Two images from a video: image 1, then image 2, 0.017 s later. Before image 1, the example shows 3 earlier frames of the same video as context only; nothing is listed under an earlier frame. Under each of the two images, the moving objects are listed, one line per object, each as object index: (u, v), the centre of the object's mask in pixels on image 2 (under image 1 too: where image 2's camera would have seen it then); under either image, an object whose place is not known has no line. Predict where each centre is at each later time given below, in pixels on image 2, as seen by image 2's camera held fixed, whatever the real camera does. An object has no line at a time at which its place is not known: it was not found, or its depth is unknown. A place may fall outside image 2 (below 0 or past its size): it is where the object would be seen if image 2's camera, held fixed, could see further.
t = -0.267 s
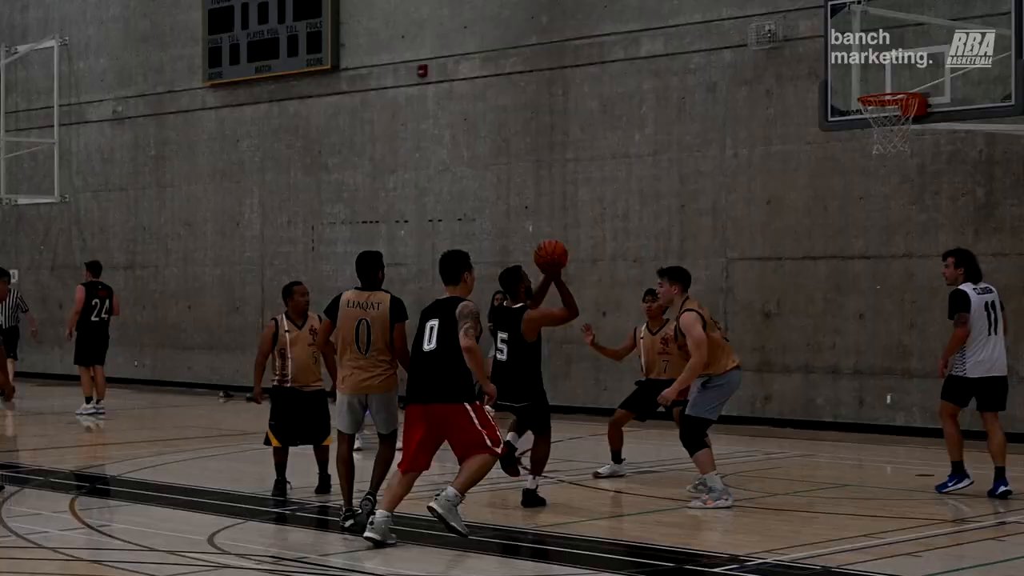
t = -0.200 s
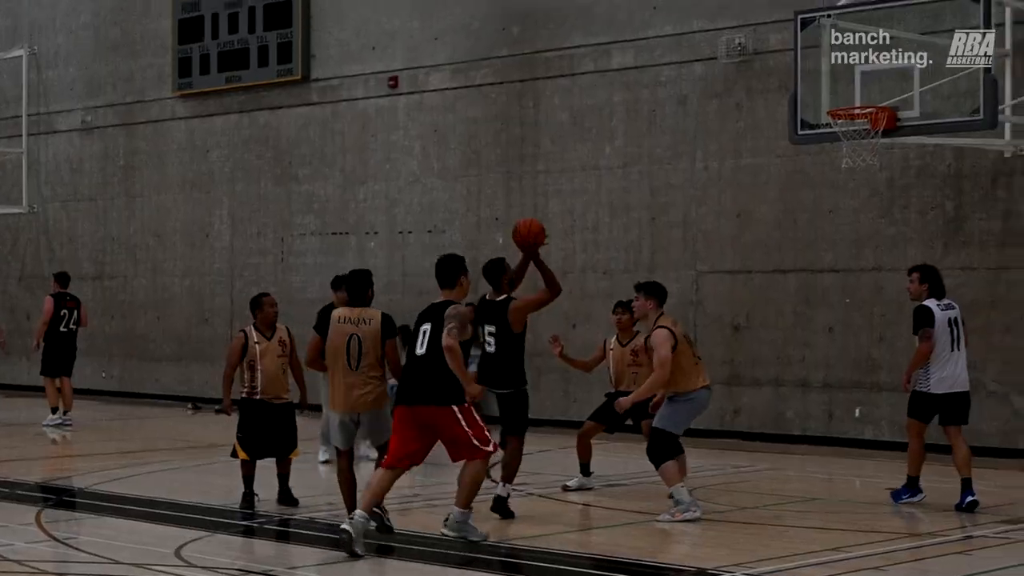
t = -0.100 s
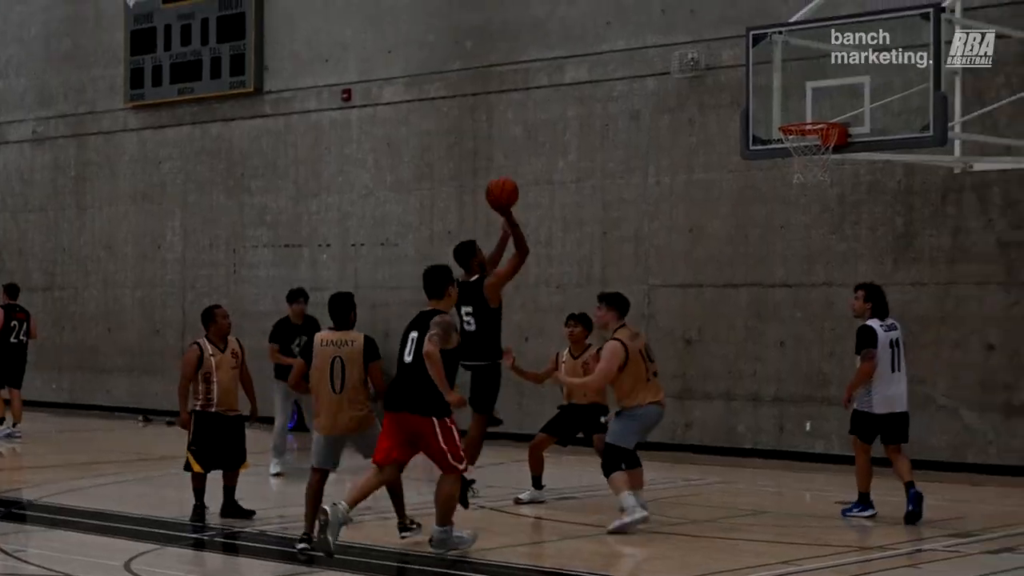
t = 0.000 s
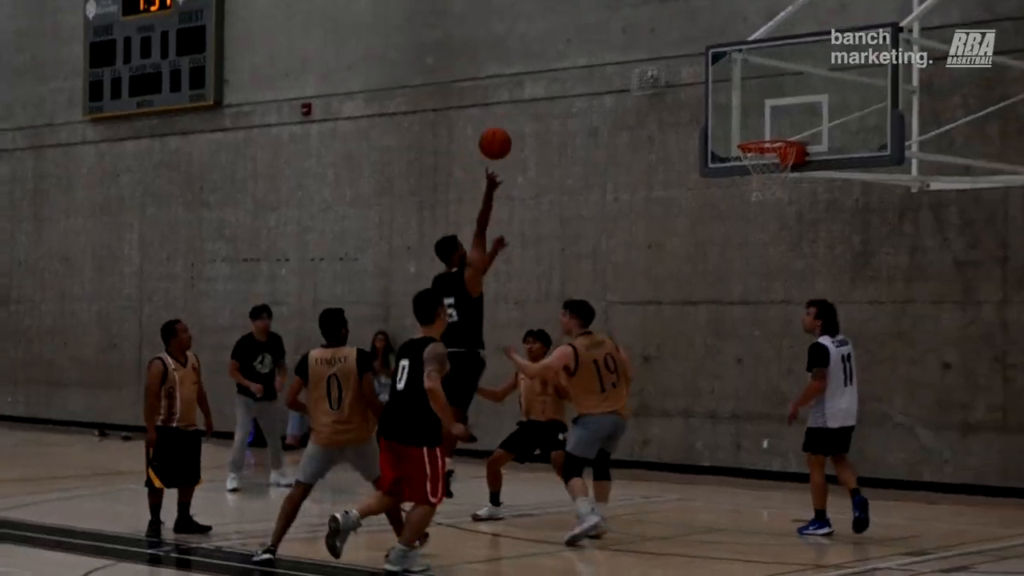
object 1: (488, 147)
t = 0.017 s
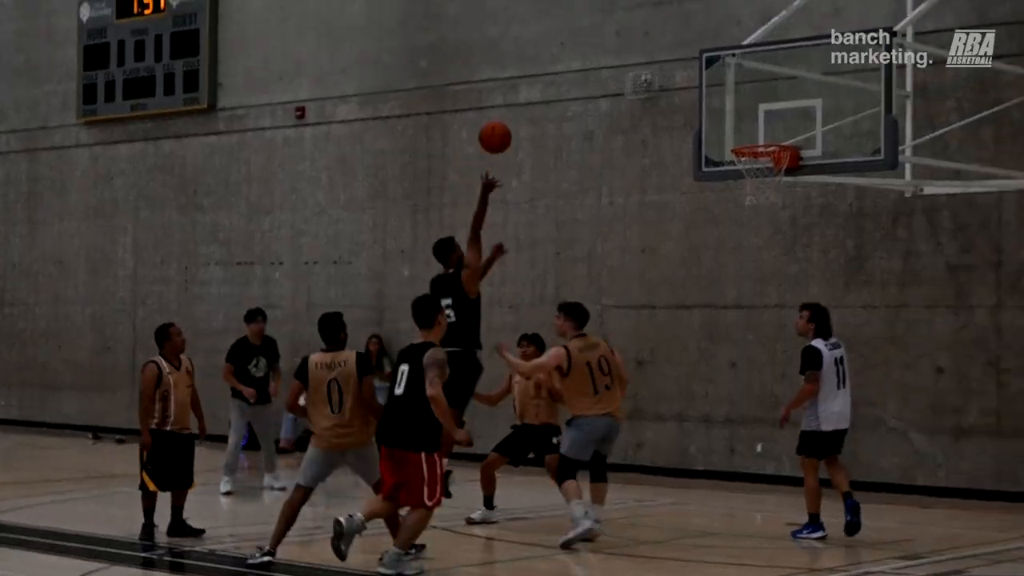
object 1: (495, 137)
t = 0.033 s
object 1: (502, 127)
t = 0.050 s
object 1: (508, 119)
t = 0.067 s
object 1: (514, 110)
